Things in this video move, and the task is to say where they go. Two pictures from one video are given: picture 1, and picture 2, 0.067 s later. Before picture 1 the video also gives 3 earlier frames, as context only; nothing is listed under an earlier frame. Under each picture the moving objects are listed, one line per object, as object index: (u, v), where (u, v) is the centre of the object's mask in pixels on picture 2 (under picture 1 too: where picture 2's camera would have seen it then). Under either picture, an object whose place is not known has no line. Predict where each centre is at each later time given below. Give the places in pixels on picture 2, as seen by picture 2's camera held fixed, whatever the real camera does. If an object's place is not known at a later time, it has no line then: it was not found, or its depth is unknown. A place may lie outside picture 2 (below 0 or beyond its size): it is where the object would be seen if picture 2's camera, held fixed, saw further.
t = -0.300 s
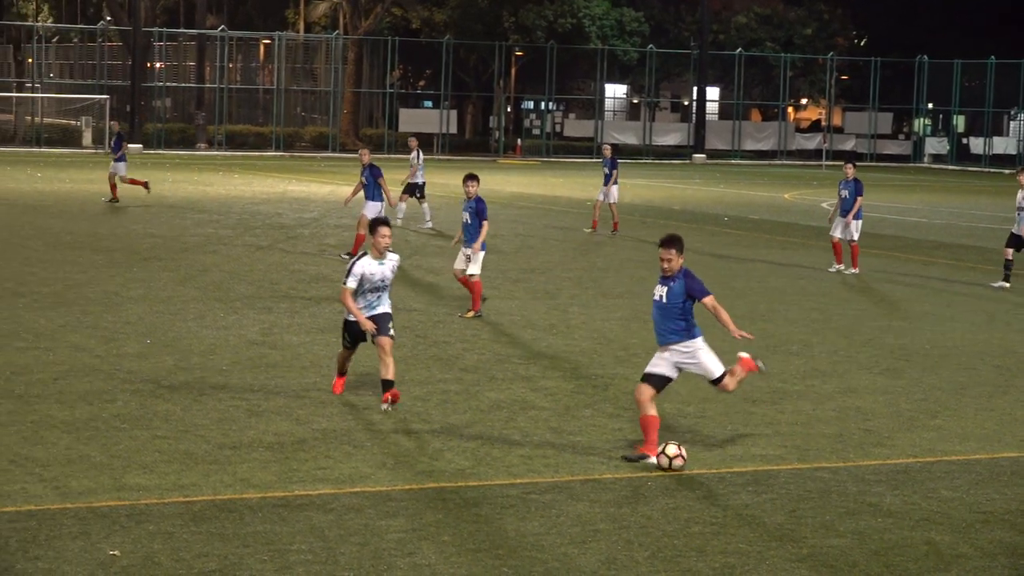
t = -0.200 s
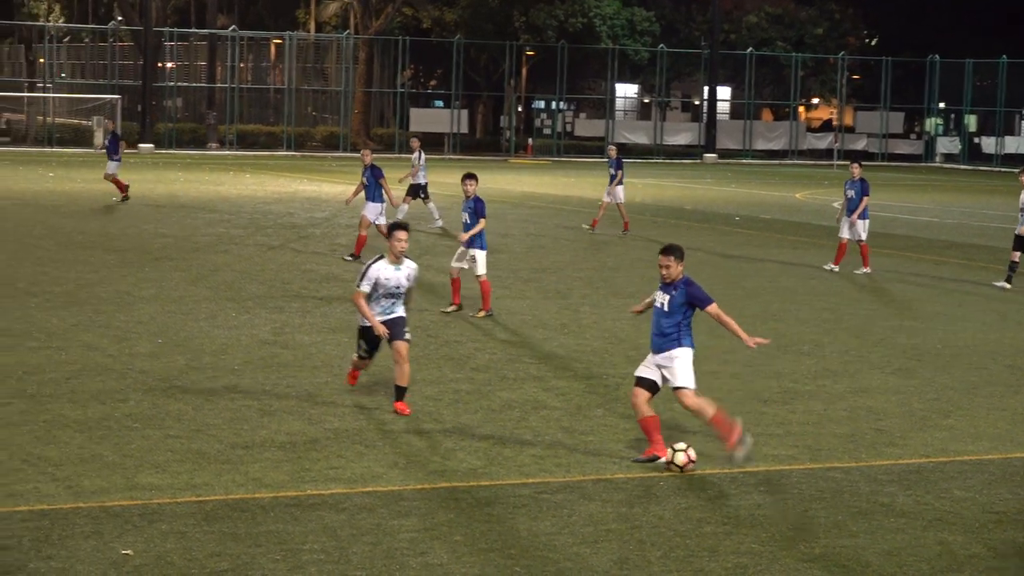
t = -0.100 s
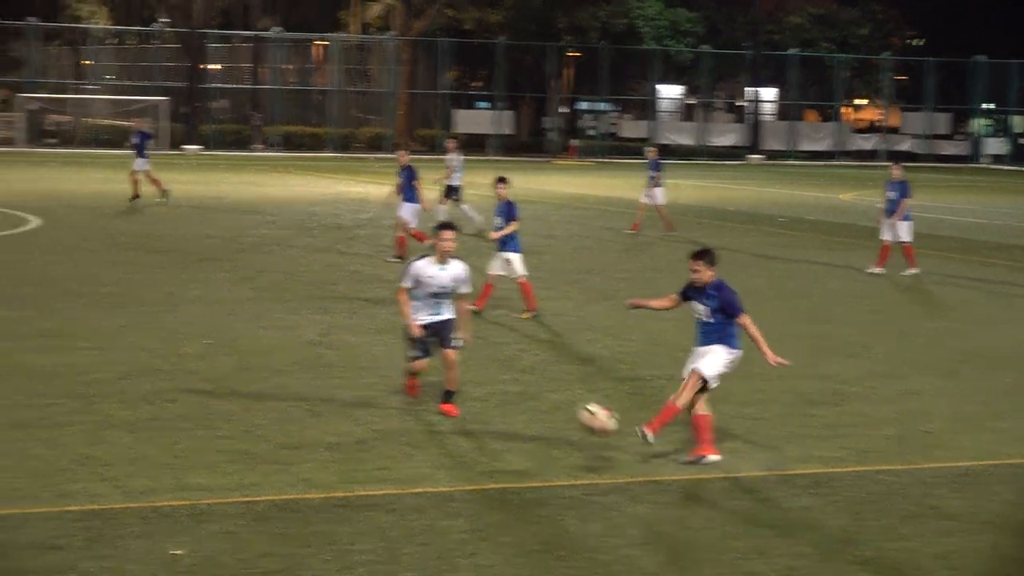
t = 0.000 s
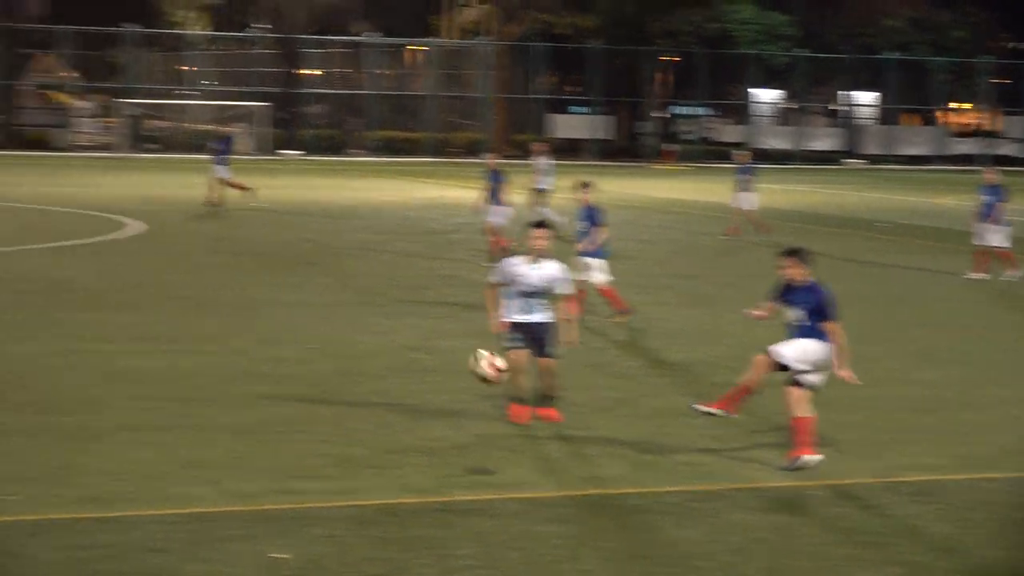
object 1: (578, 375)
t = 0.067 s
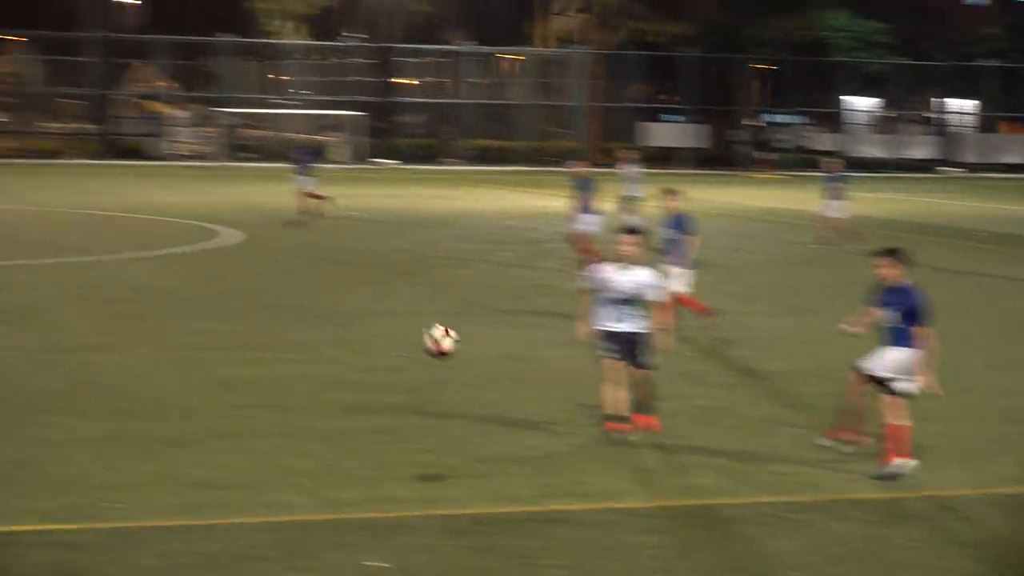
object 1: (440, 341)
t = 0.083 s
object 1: (406, 333)
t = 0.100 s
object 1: (370, 325)
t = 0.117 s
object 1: (335, 317)
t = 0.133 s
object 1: (301, 310)
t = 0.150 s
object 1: (264, 303)
